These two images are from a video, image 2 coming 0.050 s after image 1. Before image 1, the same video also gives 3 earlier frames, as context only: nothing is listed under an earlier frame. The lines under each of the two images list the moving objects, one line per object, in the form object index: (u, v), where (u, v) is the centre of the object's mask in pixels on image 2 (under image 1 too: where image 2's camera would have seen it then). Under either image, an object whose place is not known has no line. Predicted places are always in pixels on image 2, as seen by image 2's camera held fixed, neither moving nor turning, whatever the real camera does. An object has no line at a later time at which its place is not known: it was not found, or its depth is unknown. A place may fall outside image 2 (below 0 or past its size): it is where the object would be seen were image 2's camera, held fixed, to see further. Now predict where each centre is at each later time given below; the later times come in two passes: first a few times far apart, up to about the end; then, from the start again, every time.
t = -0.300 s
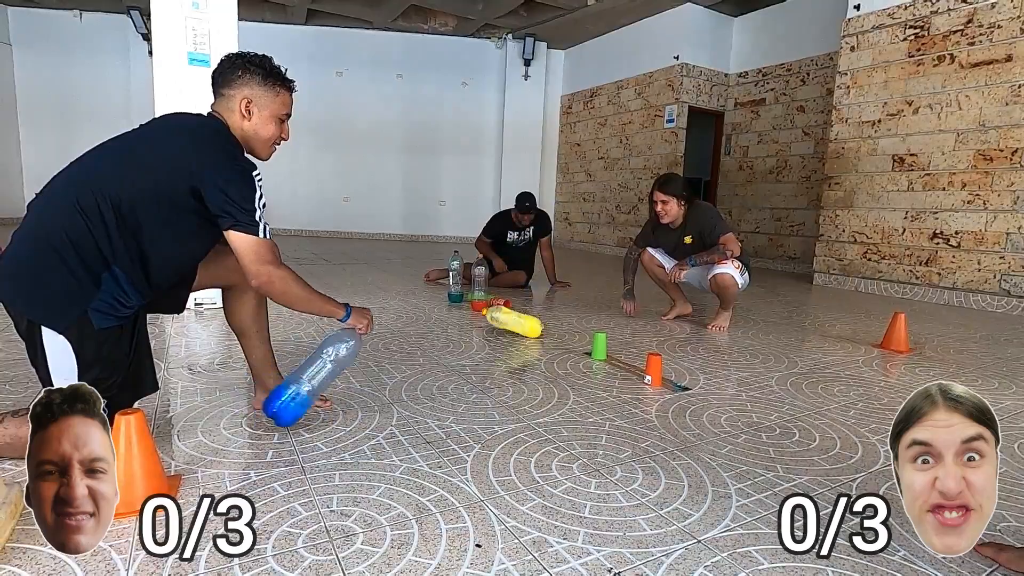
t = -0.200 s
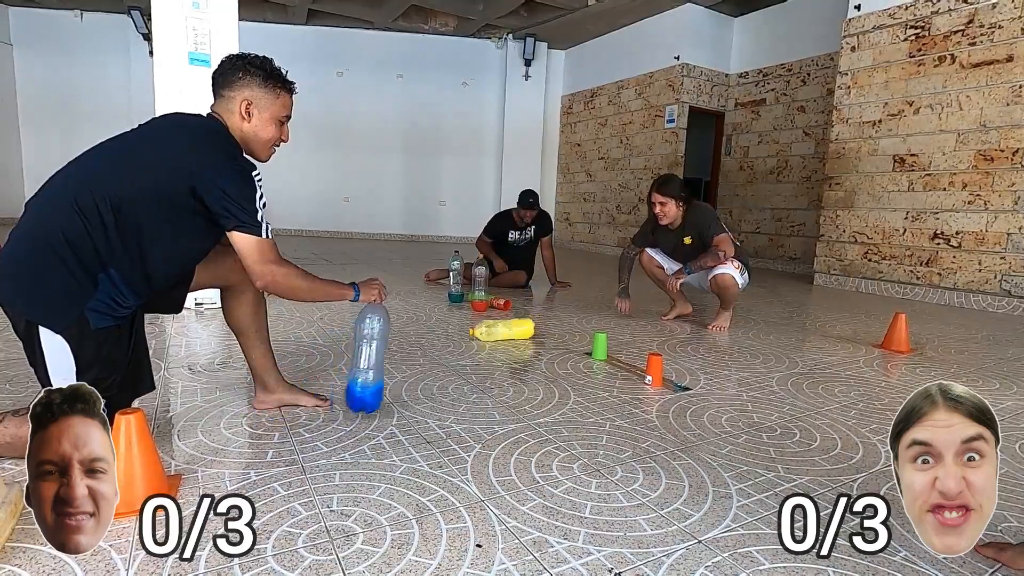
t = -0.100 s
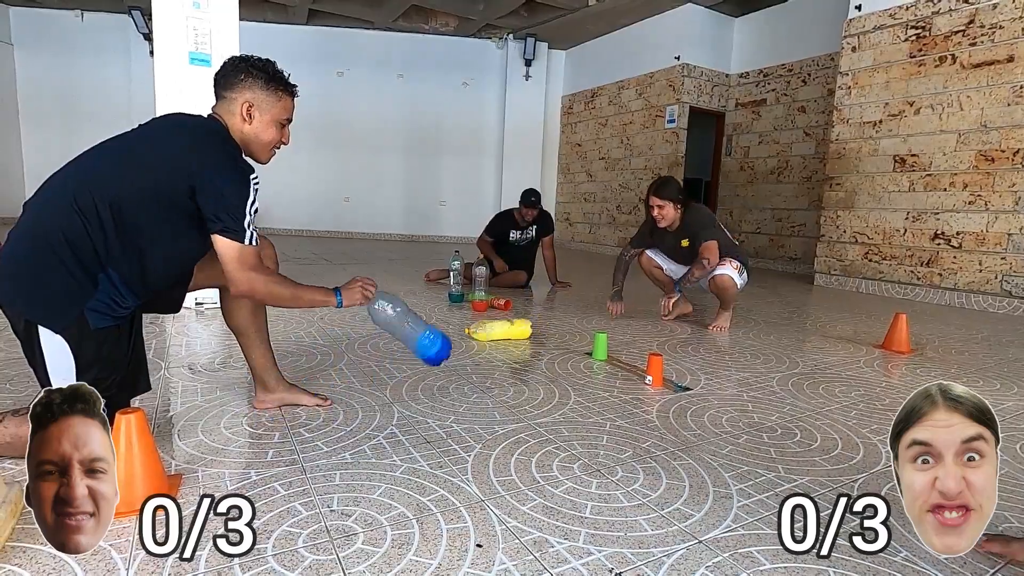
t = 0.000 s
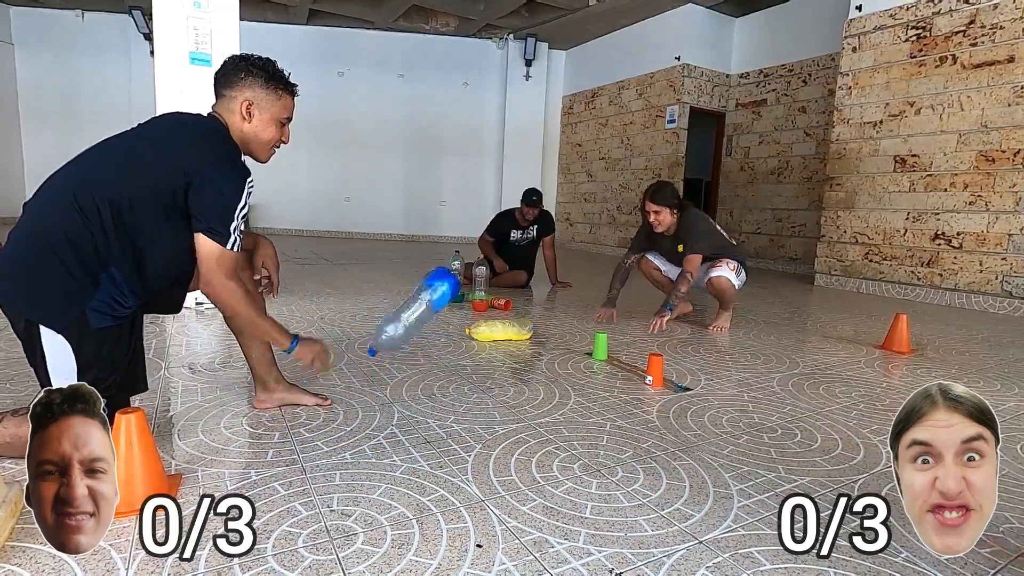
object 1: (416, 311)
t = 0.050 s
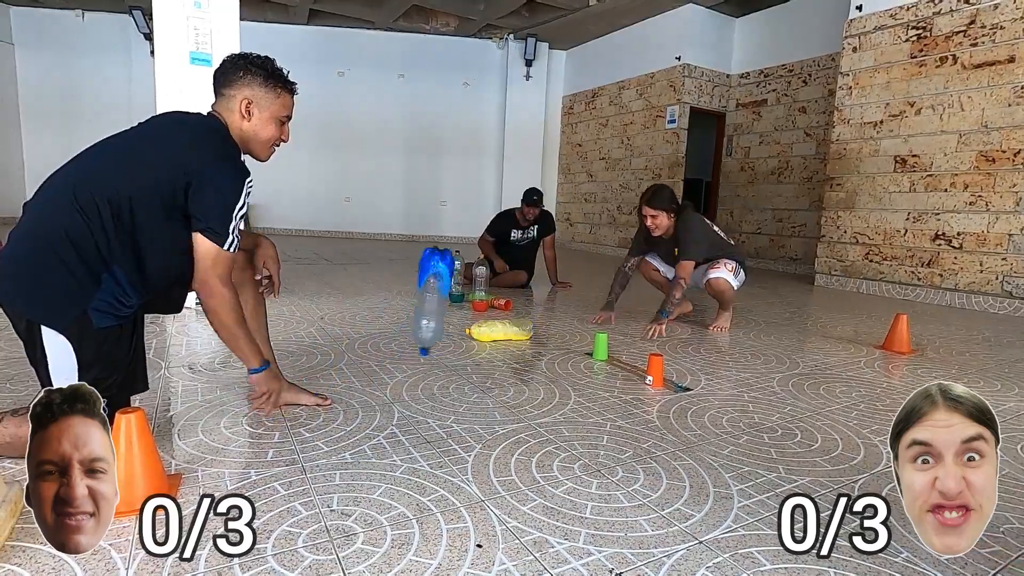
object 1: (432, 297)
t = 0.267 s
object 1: (436, 262)
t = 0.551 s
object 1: (392, 363)
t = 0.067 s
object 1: (437, 290)
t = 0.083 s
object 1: (442, 283)
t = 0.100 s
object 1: (445, 275)
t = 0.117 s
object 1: (447, 269)
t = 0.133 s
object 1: (447, 262)
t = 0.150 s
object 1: (448, 258)
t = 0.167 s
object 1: (447, 254)
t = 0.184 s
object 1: (446, 252)
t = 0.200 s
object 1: (445, 252)
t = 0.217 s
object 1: (443, 253)
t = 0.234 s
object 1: (441, 255)
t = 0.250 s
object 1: (438, 258)
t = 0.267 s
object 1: (436, 262)
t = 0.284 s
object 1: (434, 267)
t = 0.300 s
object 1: (431, 273)
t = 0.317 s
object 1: (429, 281)
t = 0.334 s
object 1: (426, 289)
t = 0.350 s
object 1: (424, 299)
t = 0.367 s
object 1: (421, 309)
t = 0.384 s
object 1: (419, 320)
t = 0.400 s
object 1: (416, 333)
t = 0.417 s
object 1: (414, 346)
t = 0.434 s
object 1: (412, 361)
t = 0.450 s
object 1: (409, 361)
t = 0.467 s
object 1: (406, 363)
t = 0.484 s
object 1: (401, 363)
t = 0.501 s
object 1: (398, 363)
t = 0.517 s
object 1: (396, 363)
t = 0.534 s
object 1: (394, 363)
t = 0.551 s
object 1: (392, 363)
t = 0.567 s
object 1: (389, 364)
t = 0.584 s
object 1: (387, 364)
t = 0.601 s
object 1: (384, 365)
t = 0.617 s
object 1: (381, 366)
